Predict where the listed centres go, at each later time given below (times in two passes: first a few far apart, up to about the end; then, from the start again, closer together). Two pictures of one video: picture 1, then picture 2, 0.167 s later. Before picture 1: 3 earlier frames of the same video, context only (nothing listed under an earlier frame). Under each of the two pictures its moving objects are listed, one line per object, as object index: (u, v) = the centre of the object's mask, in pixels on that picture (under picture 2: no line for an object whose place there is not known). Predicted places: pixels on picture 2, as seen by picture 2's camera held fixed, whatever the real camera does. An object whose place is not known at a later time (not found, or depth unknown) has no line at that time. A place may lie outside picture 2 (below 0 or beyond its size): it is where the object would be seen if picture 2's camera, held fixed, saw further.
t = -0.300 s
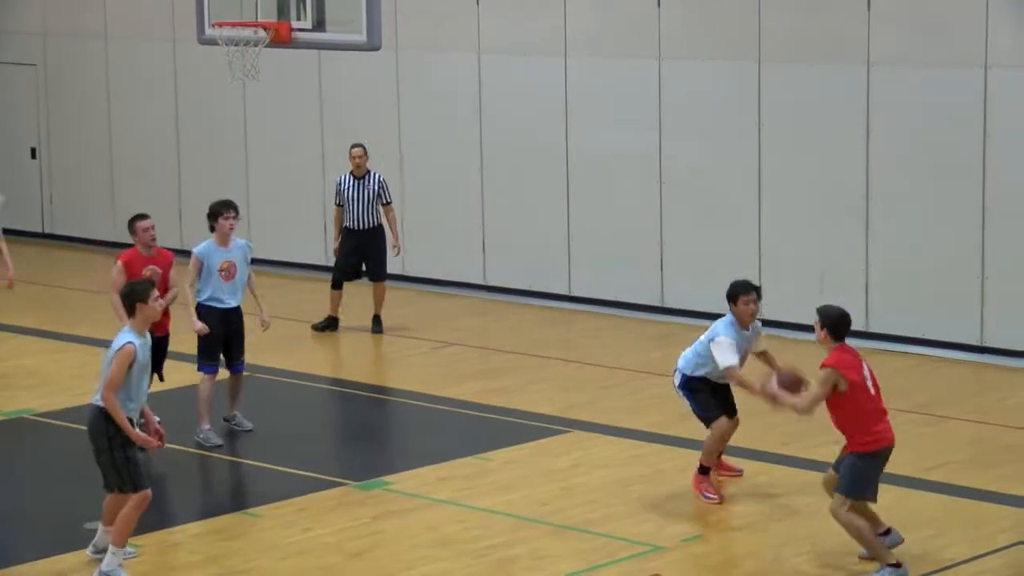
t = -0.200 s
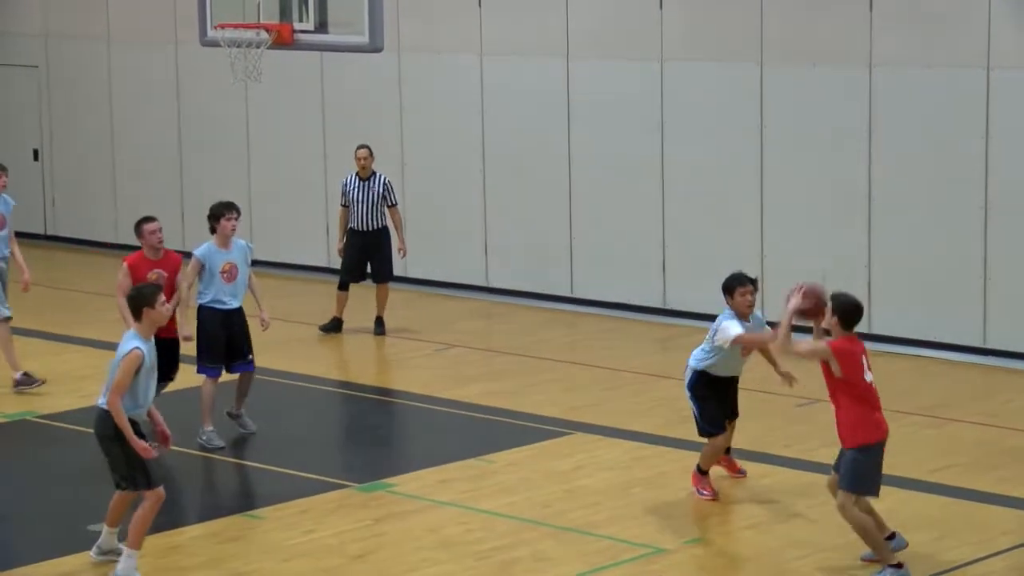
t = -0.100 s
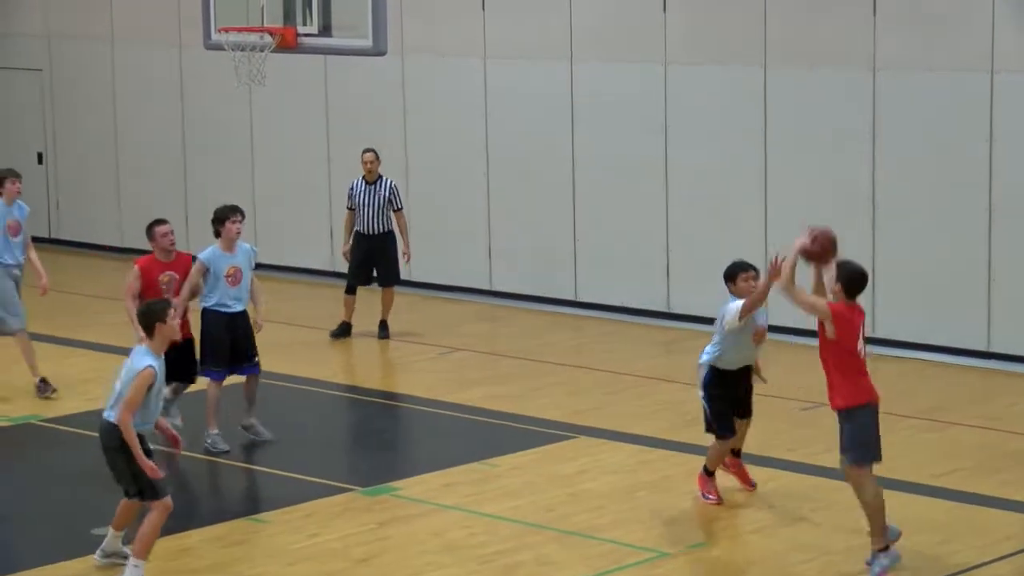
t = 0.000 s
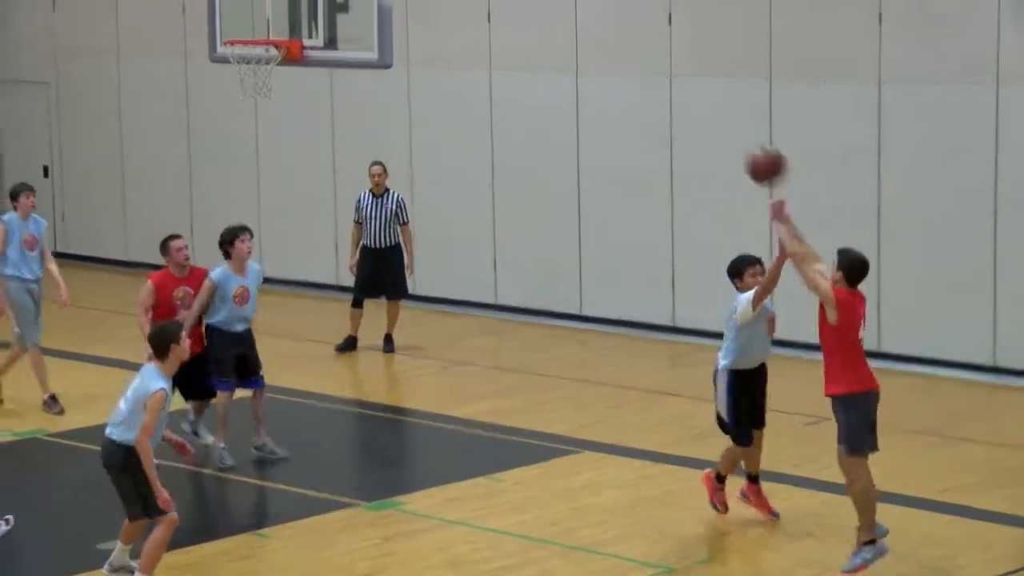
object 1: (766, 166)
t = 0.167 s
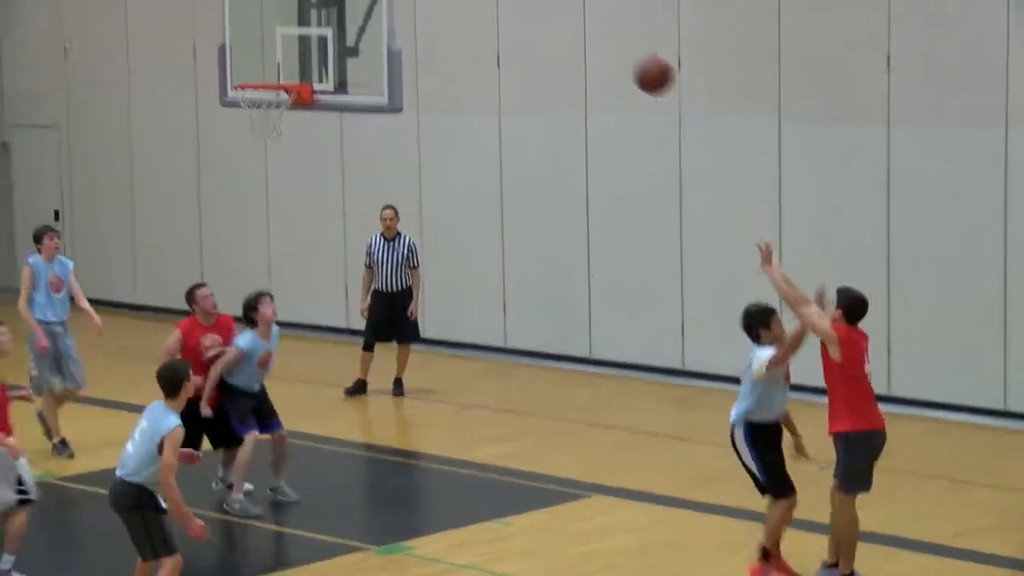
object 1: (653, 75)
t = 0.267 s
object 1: (585, 20)
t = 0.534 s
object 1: (423, -47)
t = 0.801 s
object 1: (281, -8)
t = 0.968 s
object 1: (205, 63)
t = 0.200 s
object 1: (630, 55)
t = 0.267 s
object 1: (585, 20)
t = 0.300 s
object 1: (564, 5)
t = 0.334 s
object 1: (542, -8)
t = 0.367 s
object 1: (521, -19)
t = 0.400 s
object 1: (500, -28)
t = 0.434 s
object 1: (480, -36)
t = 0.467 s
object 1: (461, -40)
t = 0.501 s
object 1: (441, -45)
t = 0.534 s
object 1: (423, -47)
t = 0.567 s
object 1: (404, -47)
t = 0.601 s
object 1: (385, -44)
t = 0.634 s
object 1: (367, -42)
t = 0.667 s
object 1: (349, -38)
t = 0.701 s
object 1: (331, -32)
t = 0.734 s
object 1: (313, -26)
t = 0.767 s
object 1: (298, -16)
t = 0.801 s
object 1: (281, -8)
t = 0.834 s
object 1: (265, 4)
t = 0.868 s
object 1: (250, 15)
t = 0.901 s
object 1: (234, 31)
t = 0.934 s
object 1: (219, 46)
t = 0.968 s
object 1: (205, 63)
